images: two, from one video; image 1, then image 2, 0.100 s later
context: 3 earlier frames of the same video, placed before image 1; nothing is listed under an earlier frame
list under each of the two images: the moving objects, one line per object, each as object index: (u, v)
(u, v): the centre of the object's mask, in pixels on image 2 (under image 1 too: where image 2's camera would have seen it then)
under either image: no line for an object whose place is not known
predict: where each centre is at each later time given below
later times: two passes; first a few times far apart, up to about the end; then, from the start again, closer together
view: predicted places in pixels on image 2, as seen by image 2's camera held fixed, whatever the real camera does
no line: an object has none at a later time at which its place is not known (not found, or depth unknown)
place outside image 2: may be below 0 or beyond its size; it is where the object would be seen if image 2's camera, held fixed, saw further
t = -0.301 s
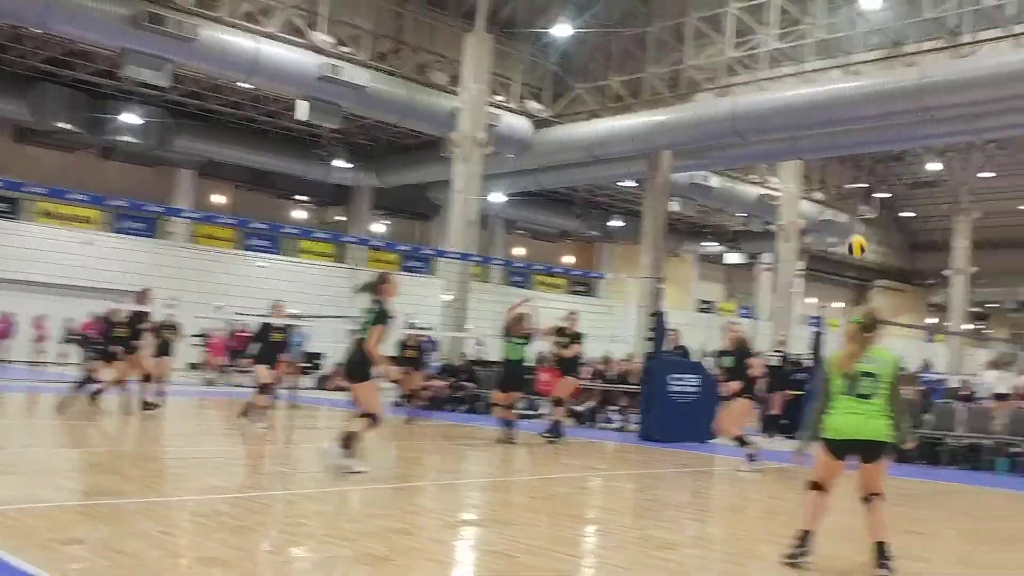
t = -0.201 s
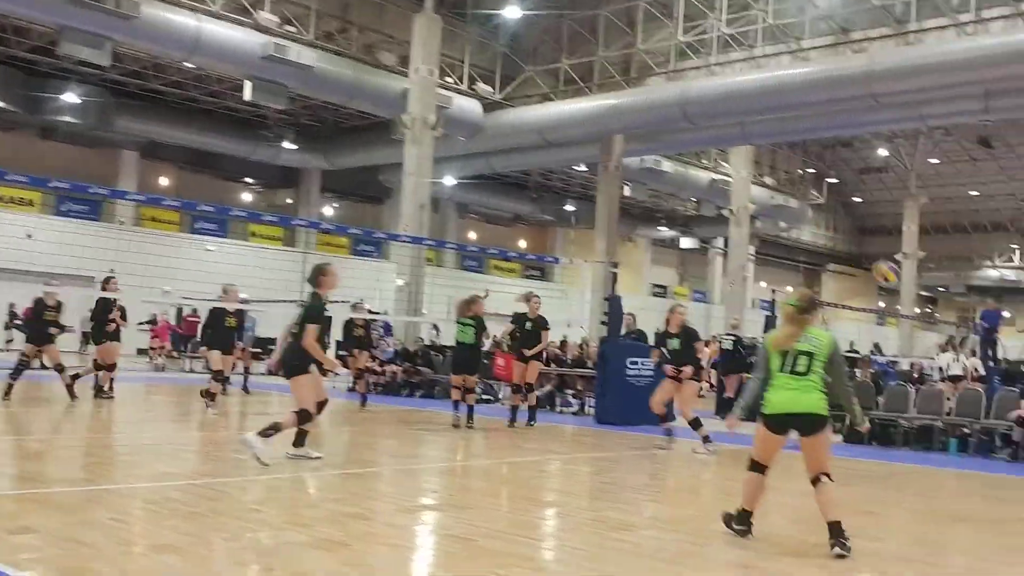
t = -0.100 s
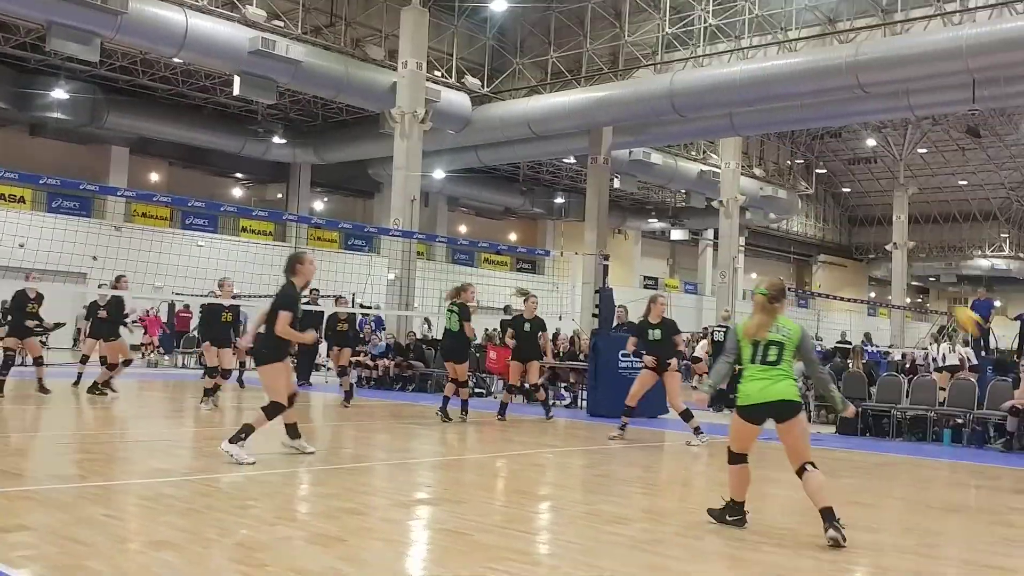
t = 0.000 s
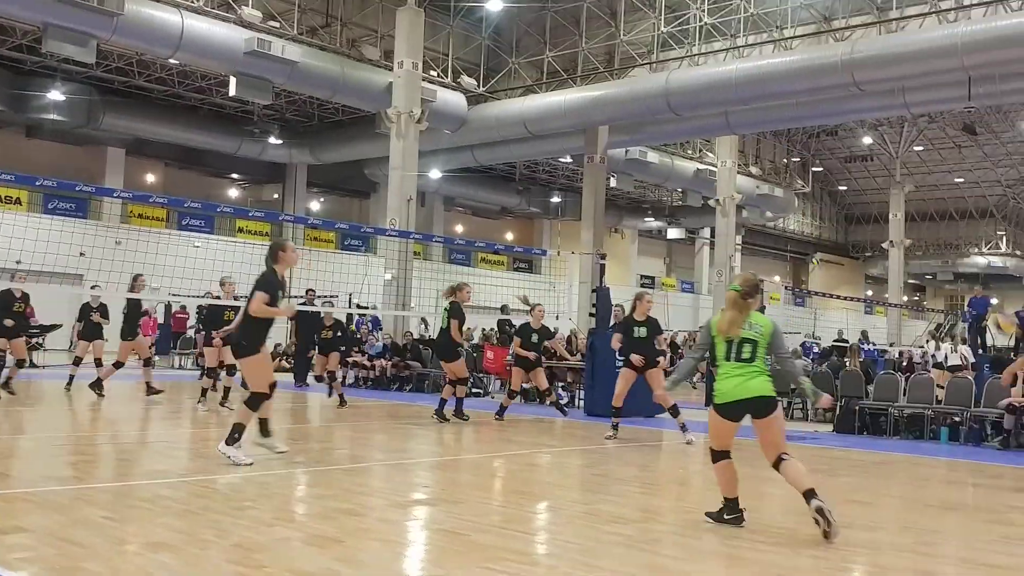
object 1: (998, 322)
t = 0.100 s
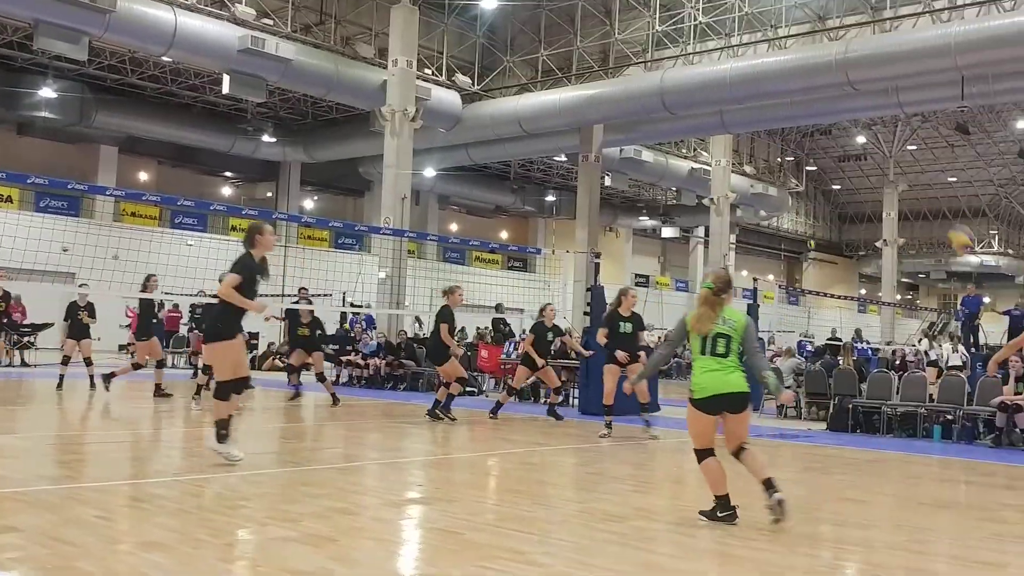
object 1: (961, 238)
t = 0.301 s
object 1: (897, 115)
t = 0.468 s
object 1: (842, 48)
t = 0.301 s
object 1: (897, 115)
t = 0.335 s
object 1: (886, 99)
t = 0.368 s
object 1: (874, 85)
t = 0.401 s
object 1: (863, 69)
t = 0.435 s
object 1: (853, 59)
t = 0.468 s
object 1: (842, 48)
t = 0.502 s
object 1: (829, 37)
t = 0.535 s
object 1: (820, 30)
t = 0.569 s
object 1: (810, 26)
